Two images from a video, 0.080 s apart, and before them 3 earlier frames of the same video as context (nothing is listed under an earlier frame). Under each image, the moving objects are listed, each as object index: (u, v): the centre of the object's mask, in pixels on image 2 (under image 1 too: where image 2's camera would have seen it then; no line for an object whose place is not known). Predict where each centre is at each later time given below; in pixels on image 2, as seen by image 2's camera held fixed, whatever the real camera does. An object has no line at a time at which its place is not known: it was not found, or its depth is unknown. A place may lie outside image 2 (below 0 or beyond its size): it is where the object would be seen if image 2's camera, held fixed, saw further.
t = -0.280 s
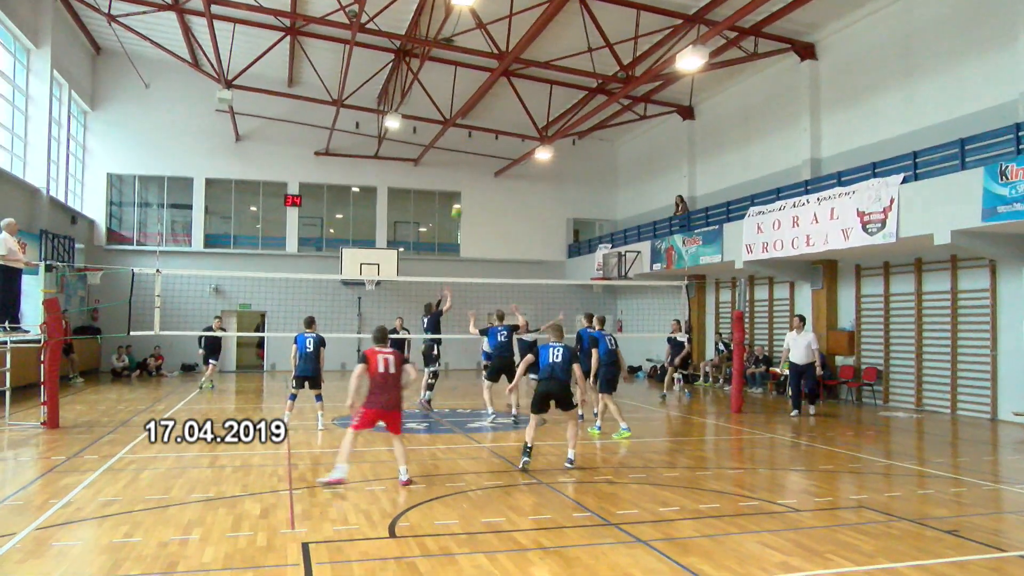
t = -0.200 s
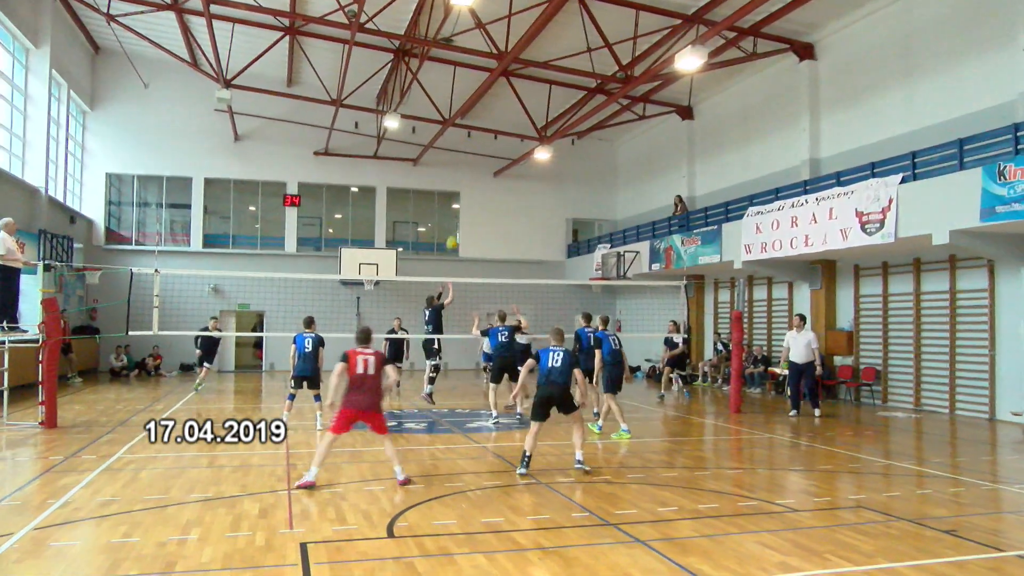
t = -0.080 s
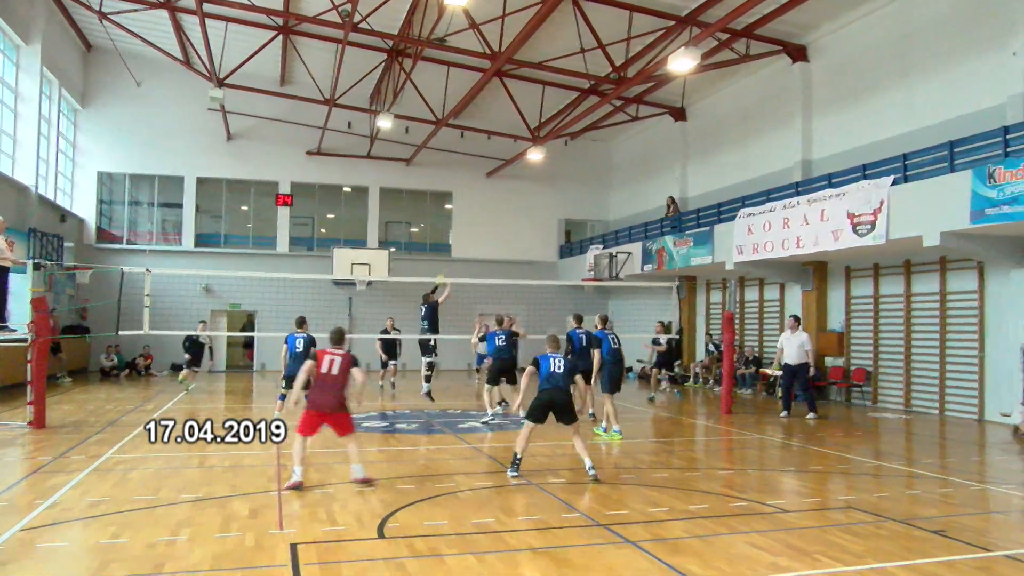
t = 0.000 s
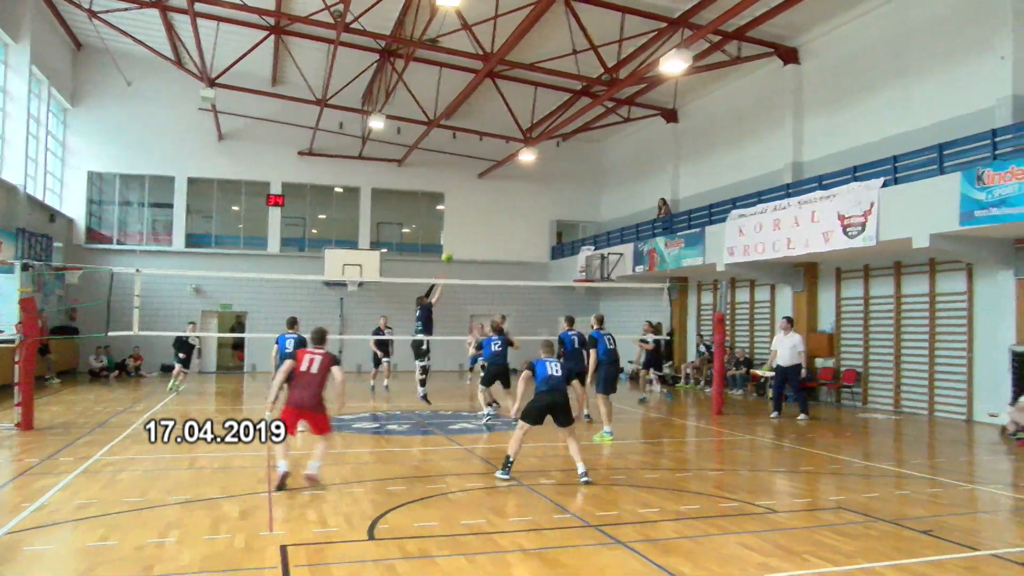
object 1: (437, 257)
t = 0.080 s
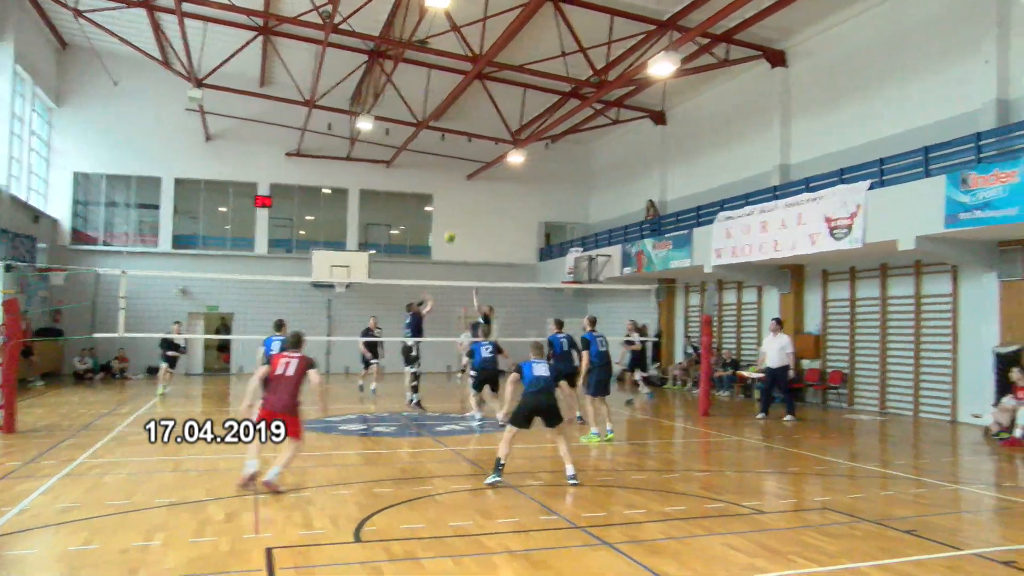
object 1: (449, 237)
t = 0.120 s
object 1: (455, 227)
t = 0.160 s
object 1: (460, 219)
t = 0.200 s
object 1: (465, 212)
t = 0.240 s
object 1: (470, 205)
